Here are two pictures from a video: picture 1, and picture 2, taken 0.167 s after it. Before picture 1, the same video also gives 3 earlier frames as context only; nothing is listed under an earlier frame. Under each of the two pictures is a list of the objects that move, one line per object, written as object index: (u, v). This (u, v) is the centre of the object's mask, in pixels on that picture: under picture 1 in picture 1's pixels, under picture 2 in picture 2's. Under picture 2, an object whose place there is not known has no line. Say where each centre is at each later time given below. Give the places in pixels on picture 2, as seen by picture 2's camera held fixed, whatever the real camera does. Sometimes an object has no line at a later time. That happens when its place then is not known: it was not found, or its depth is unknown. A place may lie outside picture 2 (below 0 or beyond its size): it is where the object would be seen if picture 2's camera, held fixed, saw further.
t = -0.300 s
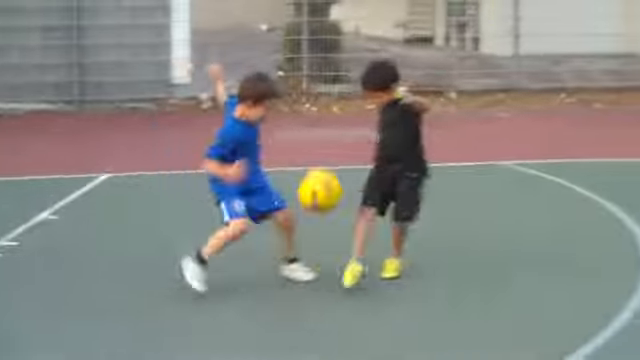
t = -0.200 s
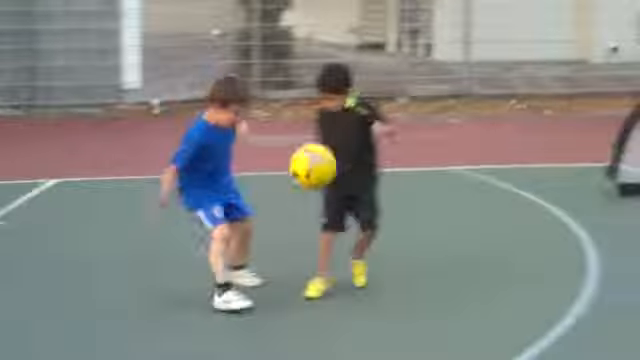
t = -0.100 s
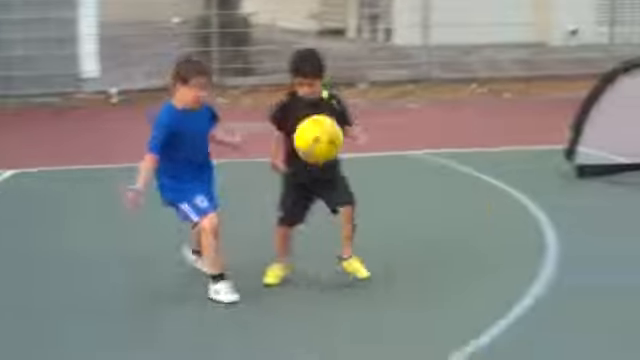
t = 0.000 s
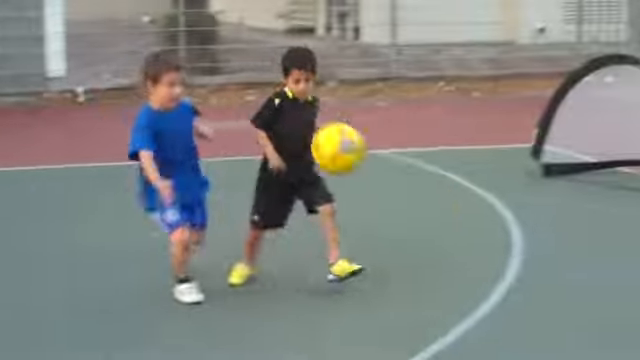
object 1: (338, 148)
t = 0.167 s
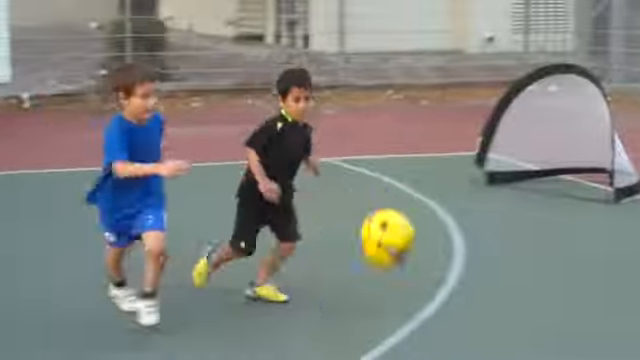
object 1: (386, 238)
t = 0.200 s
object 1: (414, 266)
